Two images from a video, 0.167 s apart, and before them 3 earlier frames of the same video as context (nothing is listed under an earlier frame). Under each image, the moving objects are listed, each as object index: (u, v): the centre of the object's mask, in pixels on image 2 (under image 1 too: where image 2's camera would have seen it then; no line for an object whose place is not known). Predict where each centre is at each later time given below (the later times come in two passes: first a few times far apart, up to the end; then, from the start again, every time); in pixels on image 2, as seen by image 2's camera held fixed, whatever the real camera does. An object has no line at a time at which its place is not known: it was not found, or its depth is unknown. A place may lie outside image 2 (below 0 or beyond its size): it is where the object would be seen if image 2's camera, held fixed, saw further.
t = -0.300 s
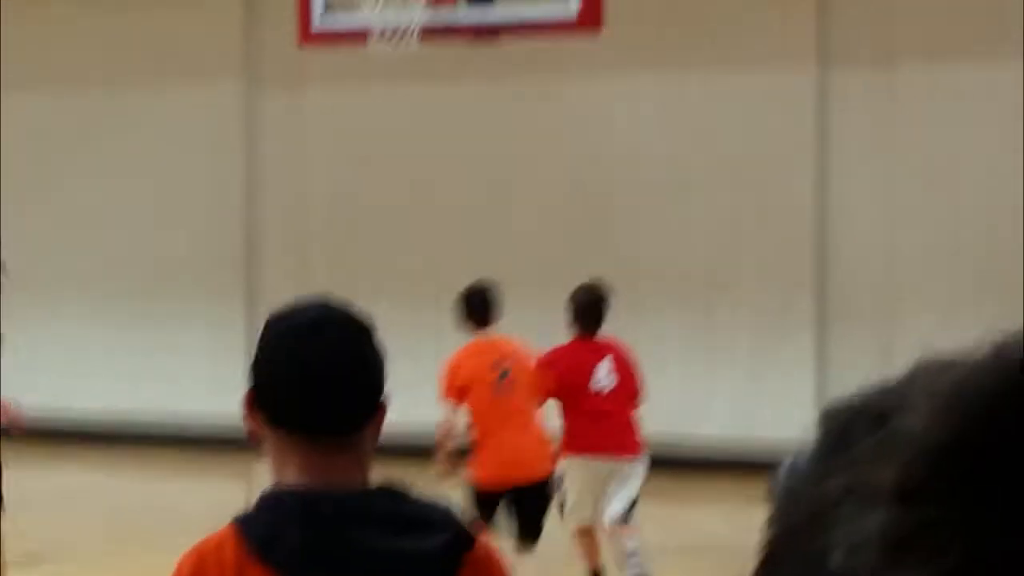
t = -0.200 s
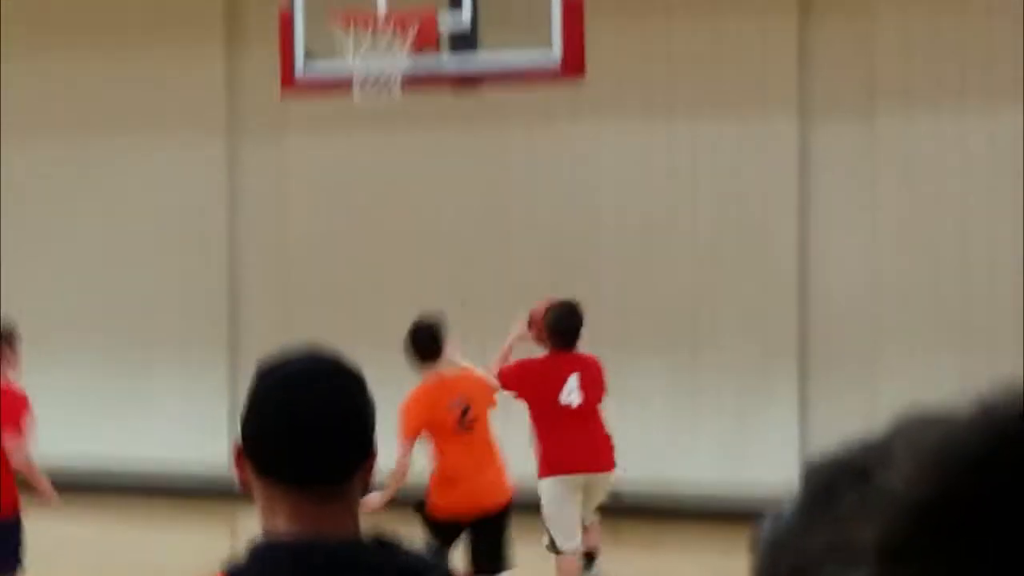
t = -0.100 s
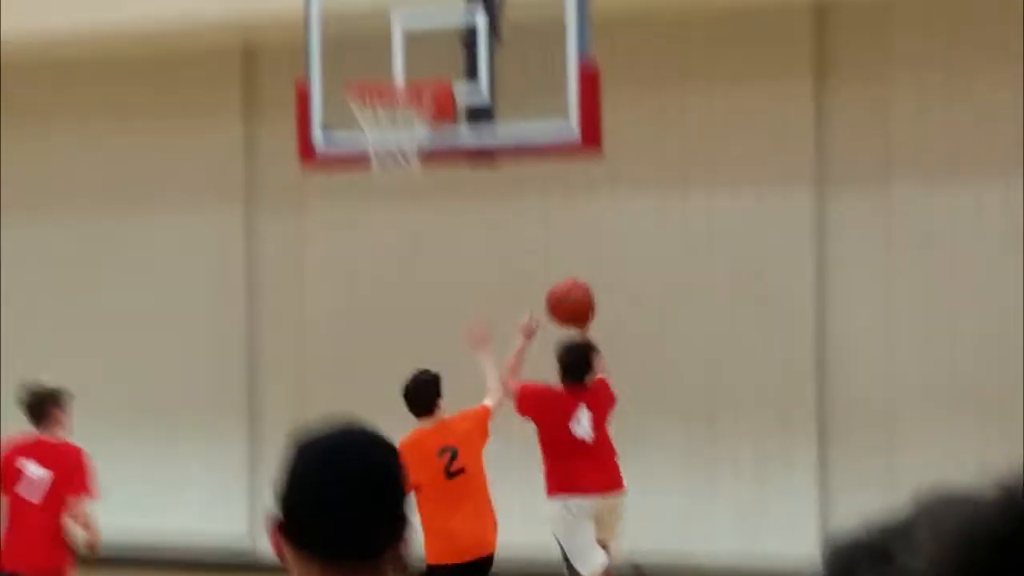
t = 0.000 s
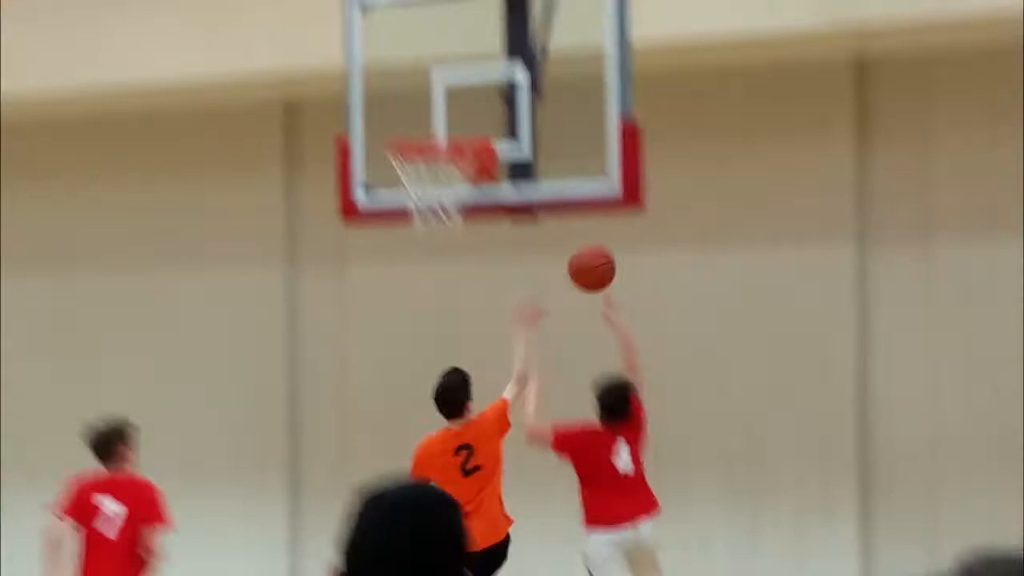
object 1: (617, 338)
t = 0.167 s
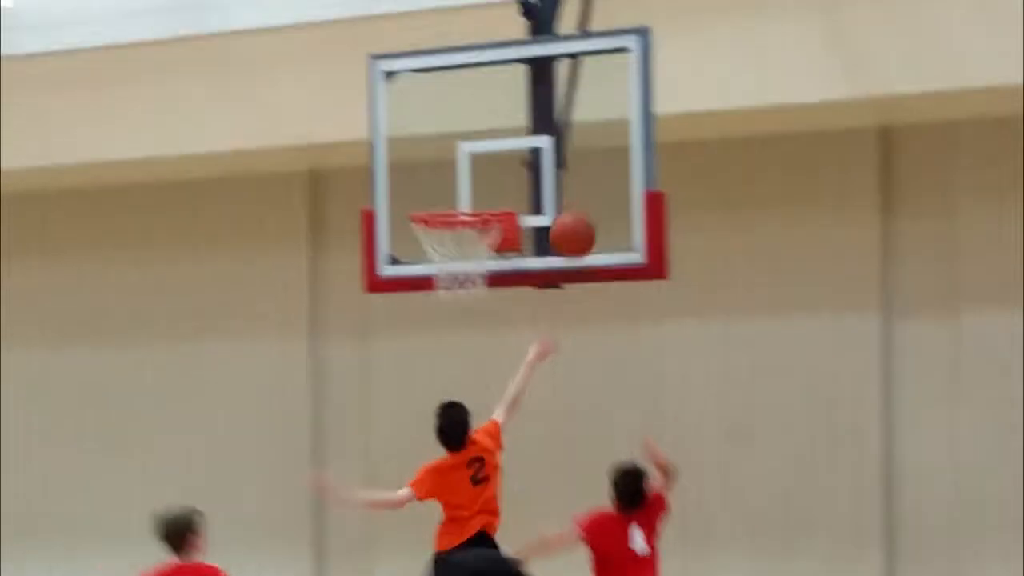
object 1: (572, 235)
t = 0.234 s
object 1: (557, 211)
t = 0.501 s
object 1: (487, 186)
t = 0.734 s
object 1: (444, 244)
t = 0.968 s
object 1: (427, 367)
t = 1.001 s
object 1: (424, 392)
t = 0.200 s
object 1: (565, 222)
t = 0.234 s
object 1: (557, 211)
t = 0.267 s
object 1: (549, 202)
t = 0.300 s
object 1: (541, 197)
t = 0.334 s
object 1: (531, 194)
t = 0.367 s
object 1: (517, 192)
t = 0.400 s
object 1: (505, 192)
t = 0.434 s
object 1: (498, 188)
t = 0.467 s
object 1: (493, 185)
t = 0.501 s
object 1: (487, 186)
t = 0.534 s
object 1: (481, 188)
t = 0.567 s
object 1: (475, 192)
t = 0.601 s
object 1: (469, 195)
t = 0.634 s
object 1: (463, 201)
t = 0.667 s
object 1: (456, 218)
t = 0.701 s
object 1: (451, 236)
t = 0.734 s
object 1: (444, 244)
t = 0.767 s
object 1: (442, 263)
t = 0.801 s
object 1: (438, 275)
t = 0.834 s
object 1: (436, 292)
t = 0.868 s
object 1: (434, 305)
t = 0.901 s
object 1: (432, 323)
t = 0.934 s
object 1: (429, 344)
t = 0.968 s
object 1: (427, 367)
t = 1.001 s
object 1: (424, 392)
